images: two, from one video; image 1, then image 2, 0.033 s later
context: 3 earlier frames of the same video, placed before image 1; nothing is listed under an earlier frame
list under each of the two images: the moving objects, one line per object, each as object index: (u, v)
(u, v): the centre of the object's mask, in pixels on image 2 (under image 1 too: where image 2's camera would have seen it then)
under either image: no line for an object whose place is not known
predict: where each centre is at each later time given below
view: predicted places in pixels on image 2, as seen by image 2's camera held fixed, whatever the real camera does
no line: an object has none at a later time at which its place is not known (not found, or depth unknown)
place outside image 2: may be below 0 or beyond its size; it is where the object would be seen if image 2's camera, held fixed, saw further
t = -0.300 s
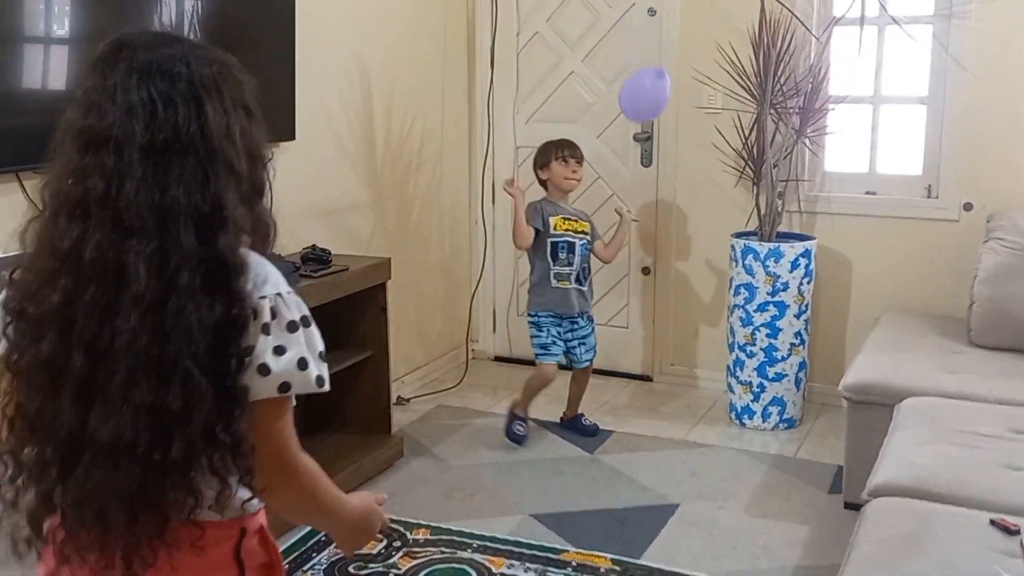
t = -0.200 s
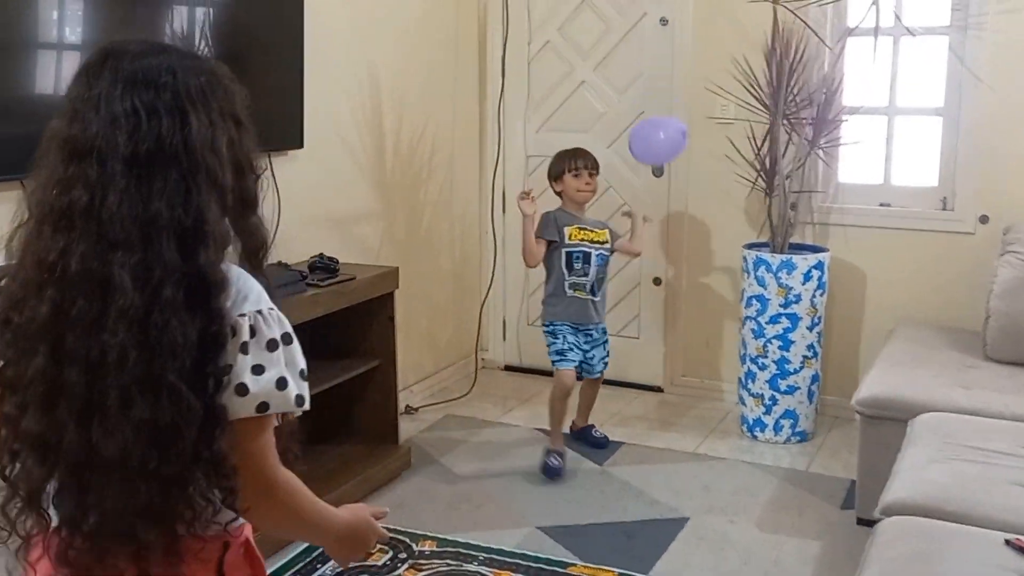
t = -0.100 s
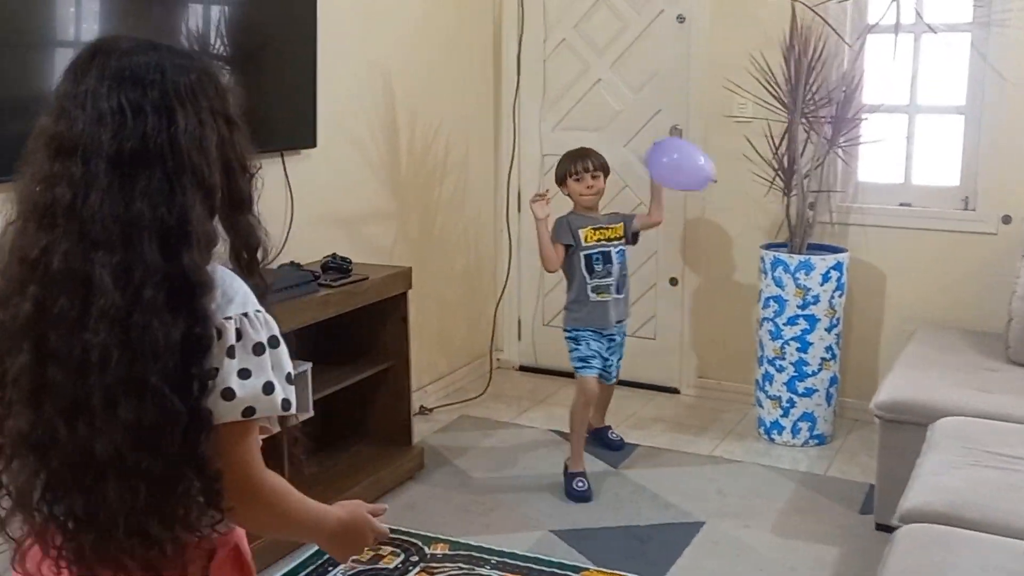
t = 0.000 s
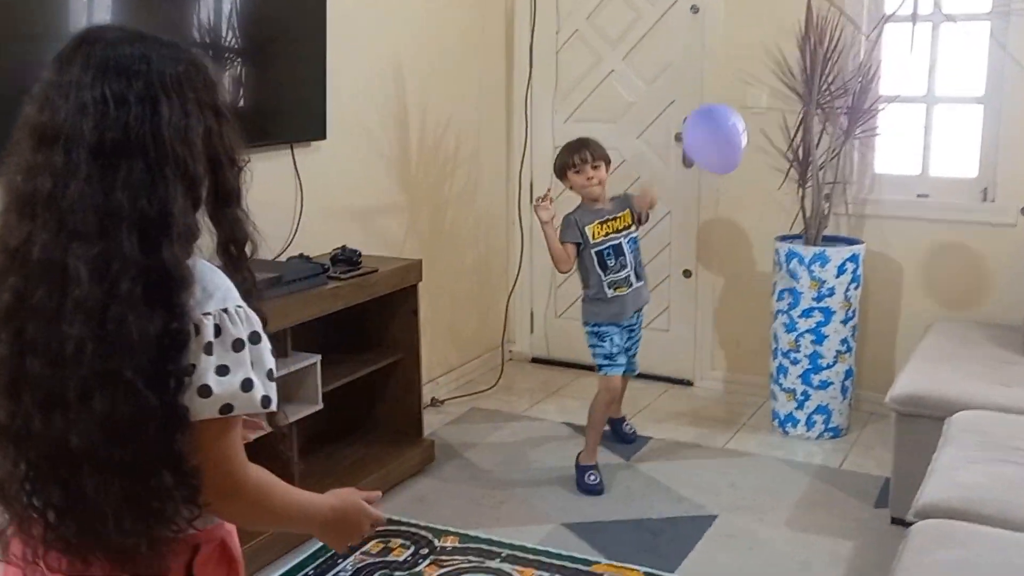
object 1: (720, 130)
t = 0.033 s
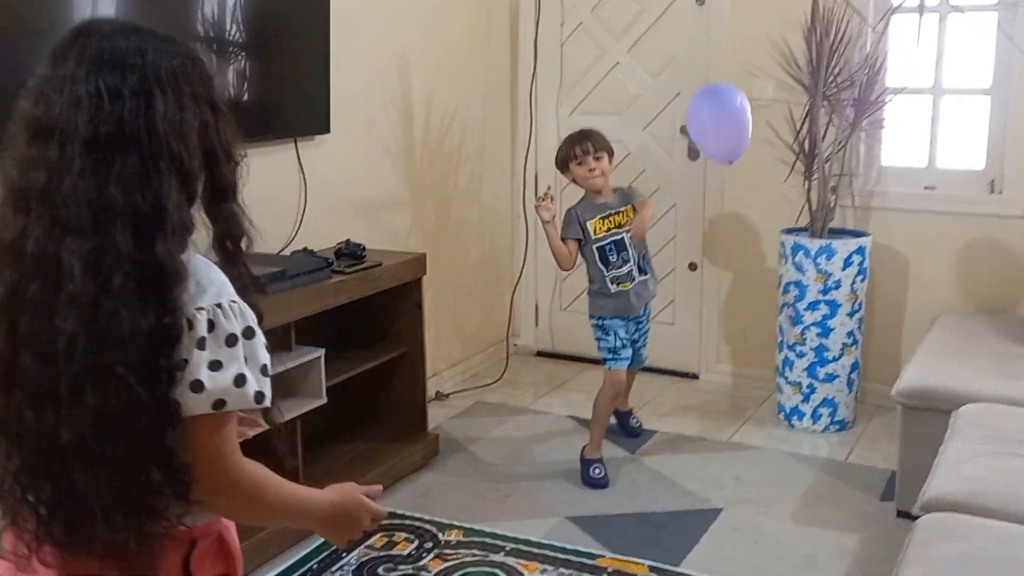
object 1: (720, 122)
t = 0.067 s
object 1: (715, 113)
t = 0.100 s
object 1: (707, 103)
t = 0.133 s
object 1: (698, 96)
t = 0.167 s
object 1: (688, 91)
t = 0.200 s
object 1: (678, 88)
